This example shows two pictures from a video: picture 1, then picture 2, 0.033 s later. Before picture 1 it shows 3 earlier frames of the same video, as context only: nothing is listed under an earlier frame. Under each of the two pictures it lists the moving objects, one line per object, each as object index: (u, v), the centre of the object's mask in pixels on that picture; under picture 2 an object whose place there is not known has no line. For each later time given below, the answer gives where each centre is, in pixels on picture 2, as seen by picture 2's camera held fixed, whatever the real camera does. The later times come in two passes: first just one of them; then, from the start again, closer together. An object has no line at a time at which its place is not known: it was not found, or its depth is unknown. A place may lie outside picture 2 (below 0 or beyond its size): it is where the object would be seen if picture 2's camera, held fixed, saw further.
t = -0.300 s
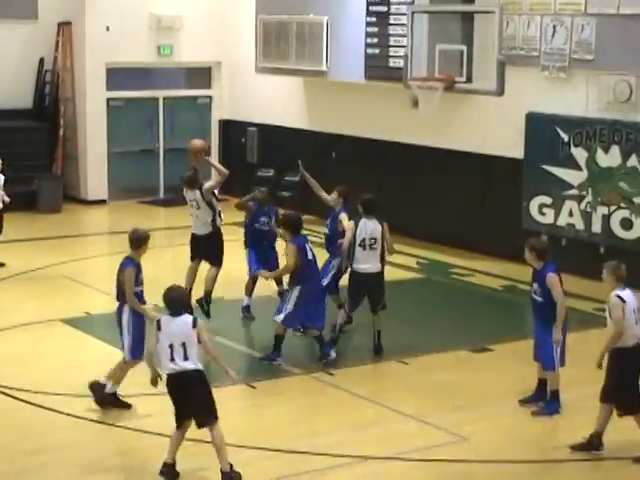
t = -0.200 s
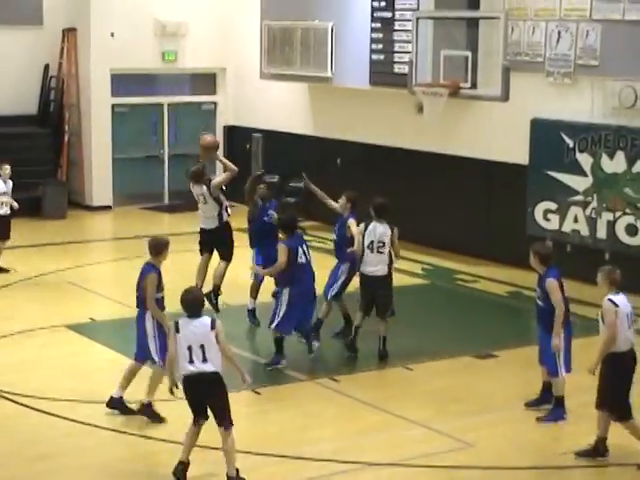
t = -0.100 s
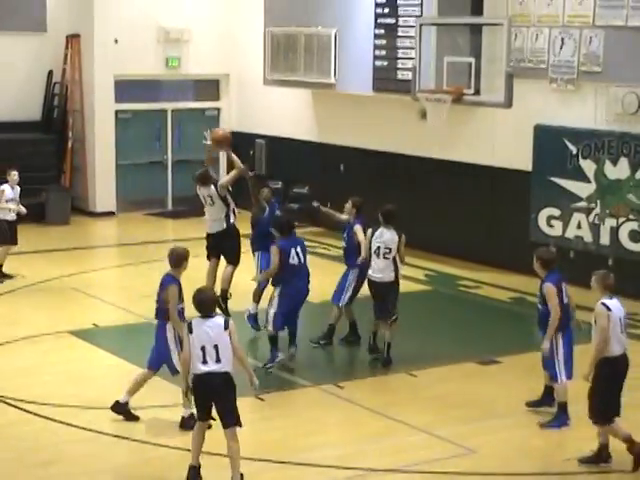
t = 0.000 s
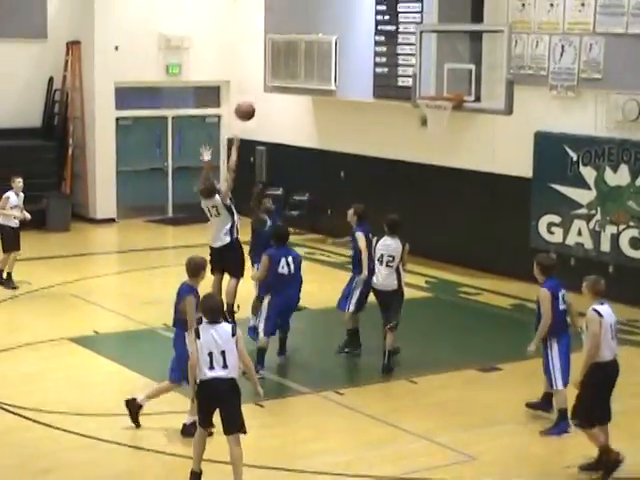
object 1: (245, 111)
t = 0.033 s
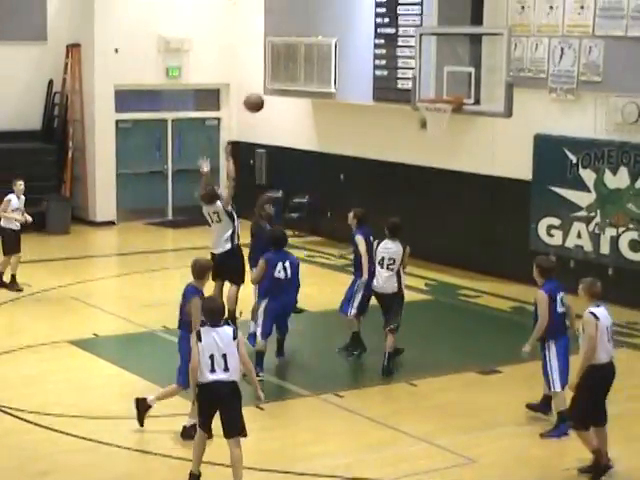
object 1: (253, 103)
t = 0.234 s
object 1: (309, 59)
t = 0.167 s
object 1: (291, 69)
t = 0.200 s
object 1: (301, 64)
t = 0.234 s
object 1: (309, 59)
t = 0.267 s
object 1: (318, 55)
